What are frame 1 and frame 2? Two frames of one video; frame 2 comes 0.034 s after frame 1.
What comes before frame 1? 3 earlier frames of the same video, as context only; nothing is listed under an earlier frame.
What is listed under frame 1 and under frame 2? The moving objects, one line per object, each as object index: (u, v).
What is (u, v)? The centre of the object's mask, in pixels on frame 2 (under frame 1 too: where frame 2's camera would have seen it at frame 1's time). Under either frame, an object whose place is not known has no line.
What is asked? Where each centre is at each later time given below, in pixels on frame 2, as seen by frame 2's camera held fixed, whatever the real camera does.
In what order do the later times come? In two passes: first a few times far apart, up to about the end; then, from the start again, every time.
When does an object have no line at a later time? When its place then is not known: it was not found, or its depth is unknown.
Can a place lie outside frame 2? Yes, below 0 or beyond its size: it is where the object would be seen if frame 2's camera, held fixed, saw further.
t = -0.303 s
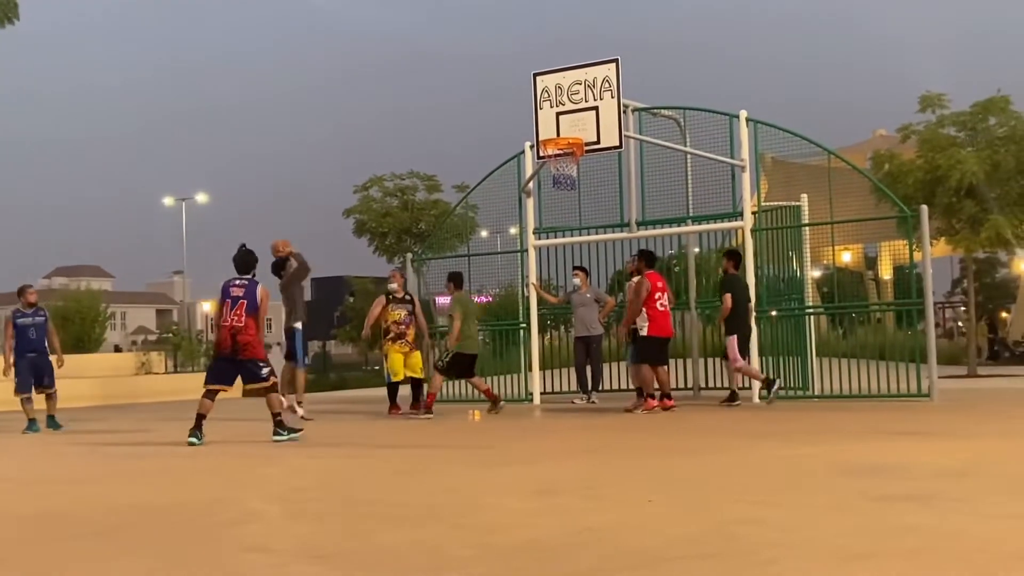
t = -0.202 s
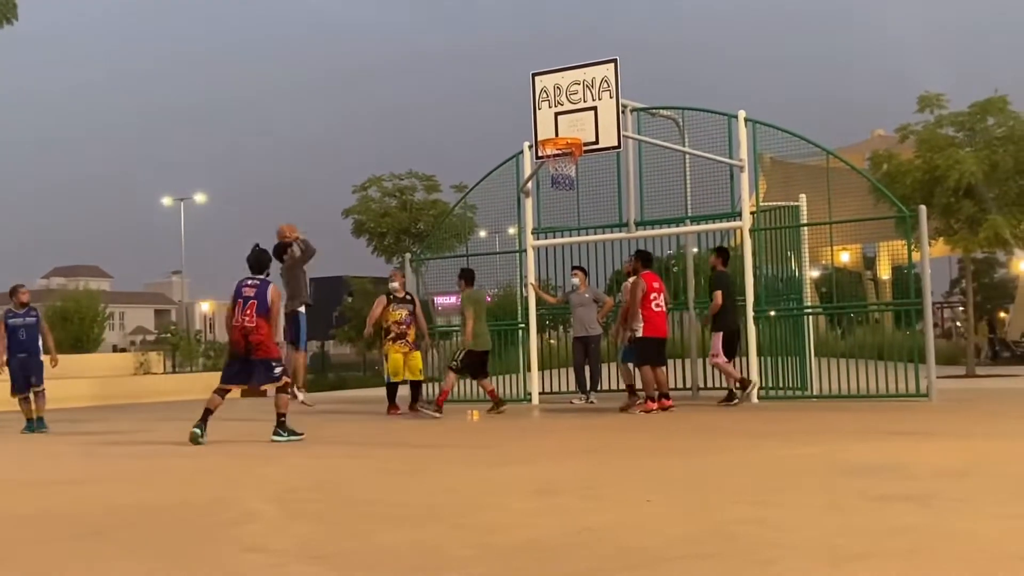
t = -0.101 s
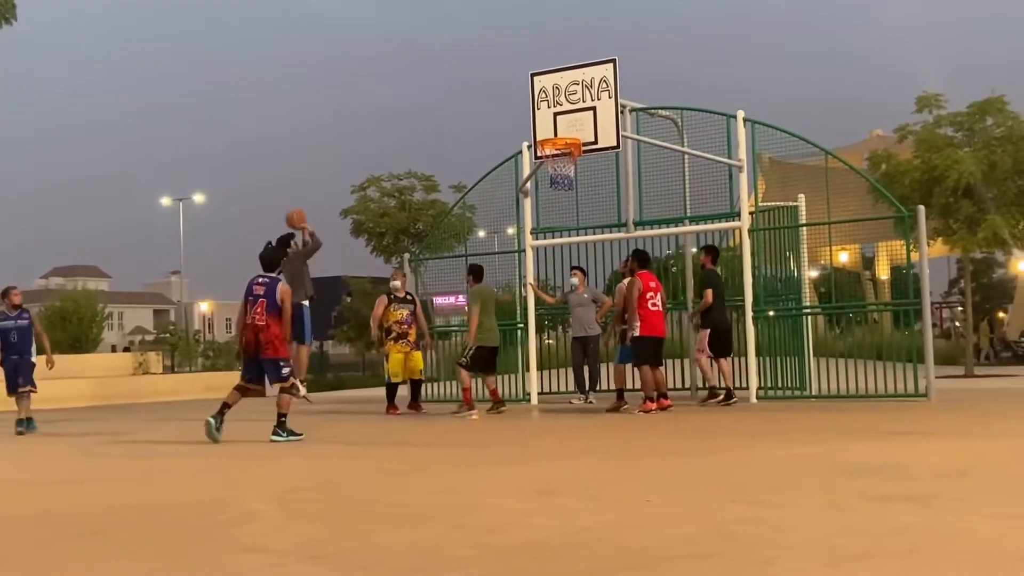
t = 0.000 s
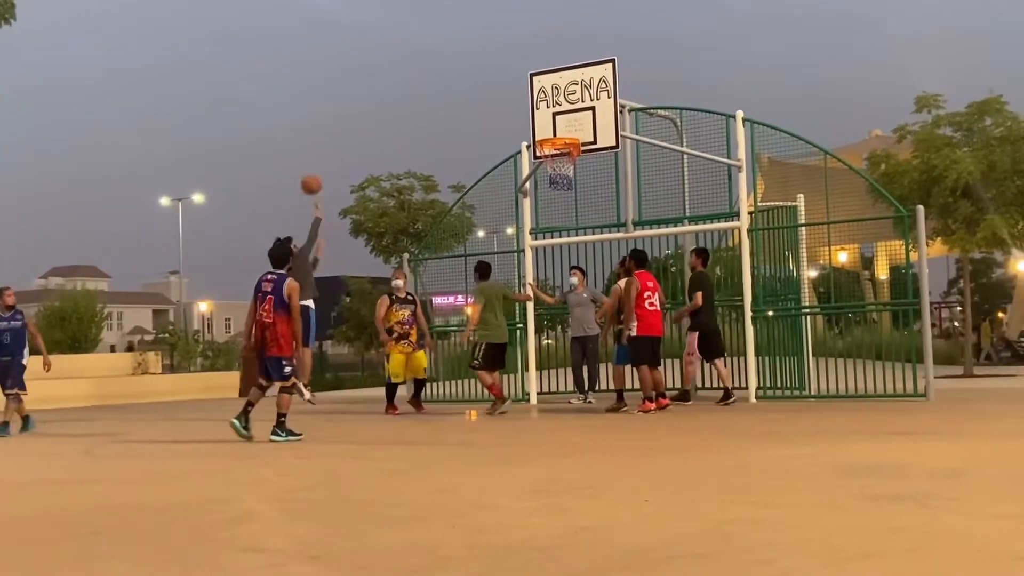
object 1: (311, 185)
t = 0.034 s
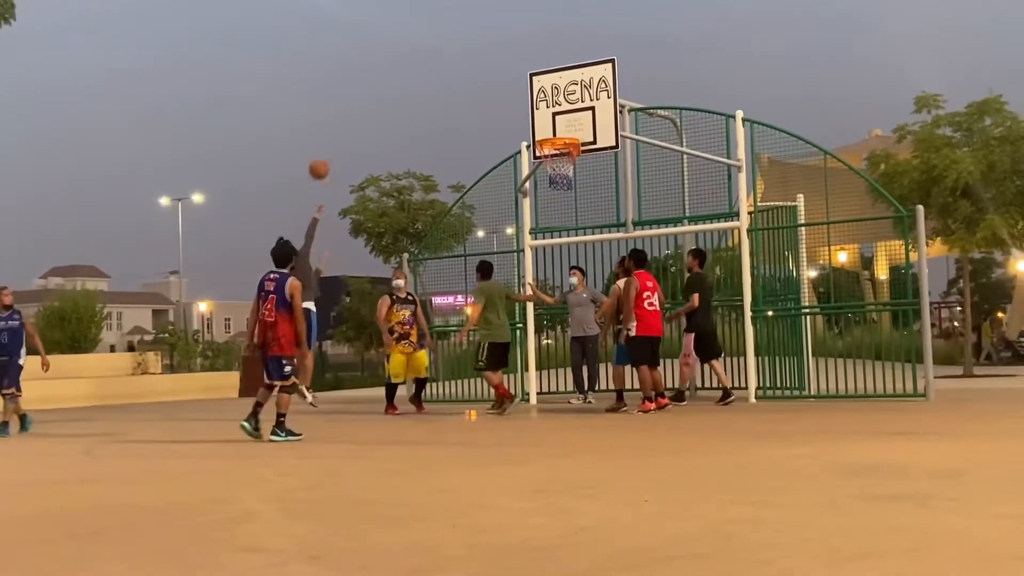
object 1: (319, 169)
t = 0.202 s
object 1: (359, 108)
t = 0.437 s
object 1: (414, 64)
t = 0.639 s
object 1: (463, 63)
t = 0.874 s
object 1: (519, 106)
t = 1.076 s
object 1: (554, 109)
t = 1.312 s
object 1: (585, 99)
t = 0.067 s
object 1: (327, 155)
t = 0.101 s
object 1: (335, 142)
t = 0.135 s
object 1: (343, 130)
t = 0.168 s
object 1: (351, 118)
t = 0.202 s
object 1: (359, 108)
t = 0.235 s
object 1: (367, 98)
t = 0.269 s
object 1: (375, 90)
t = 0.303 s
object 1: (383, 83)
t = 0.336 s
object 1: (391, 77)
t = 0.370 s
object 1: (399, 72)
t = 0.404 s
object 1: (406, 67)
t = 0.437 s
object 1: (414, 64)
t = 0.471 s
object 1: (423, 61)
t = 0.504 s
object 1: (430, 60)
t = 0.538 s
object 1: (438, 60)
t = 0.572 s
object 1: (446, 60)
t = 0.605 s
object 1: (454, 61)
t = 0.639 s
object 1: (463, 63)
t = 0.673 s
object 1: (470, 66)
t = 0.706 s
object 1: (478, 71)
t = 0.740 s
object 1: (486, 76)
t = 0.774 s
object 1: (494, 82)
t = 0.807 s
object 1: (502, 89)
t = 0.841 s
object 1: (511, 97)
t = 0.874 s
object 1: (519, 106)
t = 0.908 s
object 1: (526, 116)
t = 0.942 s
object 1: (534, 126)
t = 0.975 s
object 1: (540, 128)
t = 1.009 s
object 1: (545, 121)
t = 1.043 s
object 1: (549, 115)
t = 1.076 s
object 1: (554, 109)
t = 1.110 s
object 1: (558, 105)
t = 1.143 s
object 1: (562, 101)
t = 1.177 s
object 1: (567, 99)
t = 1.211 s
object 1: (571, 98)
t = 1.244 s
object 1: (575, 97)
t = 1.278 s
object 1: (580, 97)
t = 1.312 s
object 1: (585, 99)
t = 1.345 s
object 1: (589, 101)
